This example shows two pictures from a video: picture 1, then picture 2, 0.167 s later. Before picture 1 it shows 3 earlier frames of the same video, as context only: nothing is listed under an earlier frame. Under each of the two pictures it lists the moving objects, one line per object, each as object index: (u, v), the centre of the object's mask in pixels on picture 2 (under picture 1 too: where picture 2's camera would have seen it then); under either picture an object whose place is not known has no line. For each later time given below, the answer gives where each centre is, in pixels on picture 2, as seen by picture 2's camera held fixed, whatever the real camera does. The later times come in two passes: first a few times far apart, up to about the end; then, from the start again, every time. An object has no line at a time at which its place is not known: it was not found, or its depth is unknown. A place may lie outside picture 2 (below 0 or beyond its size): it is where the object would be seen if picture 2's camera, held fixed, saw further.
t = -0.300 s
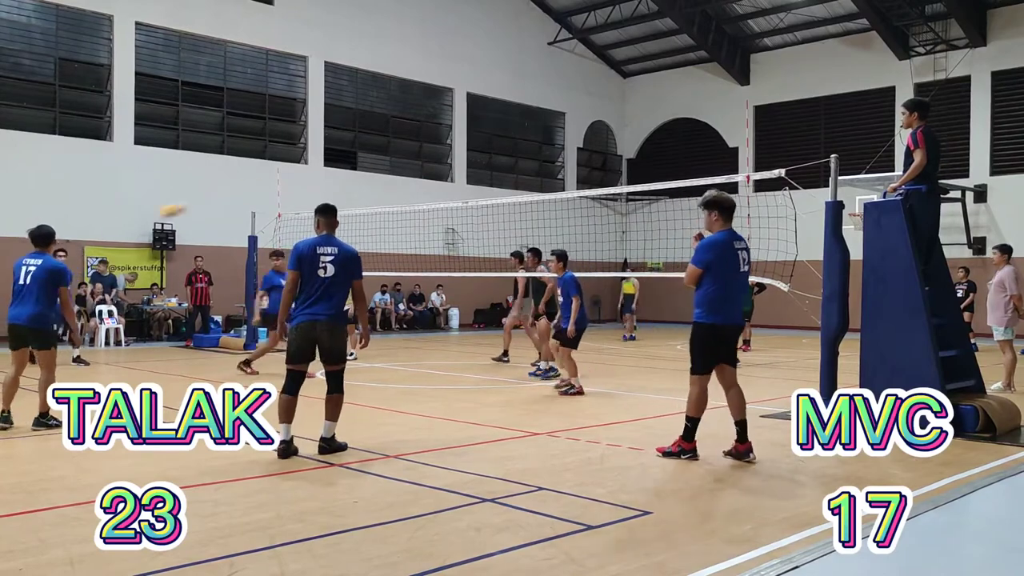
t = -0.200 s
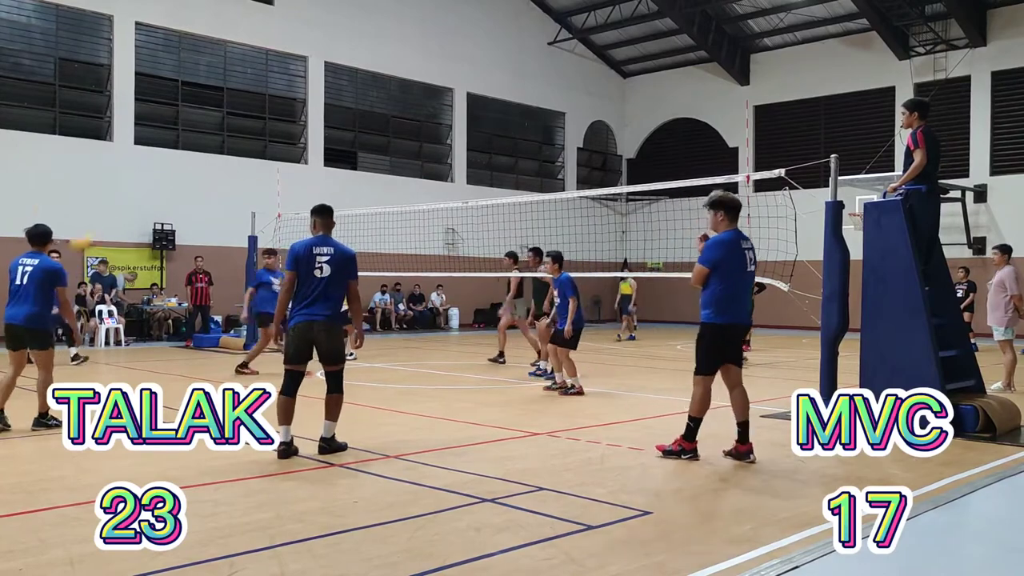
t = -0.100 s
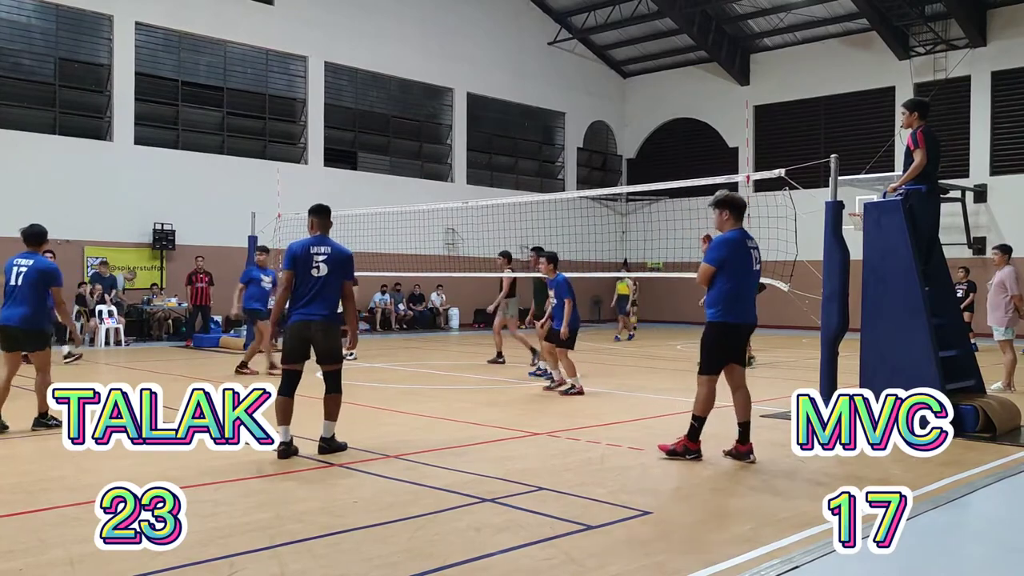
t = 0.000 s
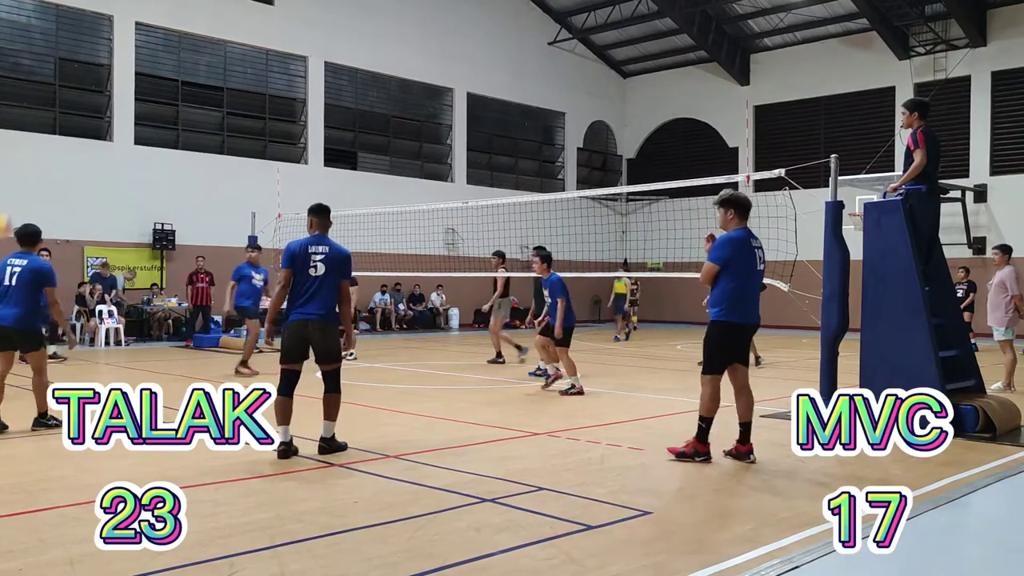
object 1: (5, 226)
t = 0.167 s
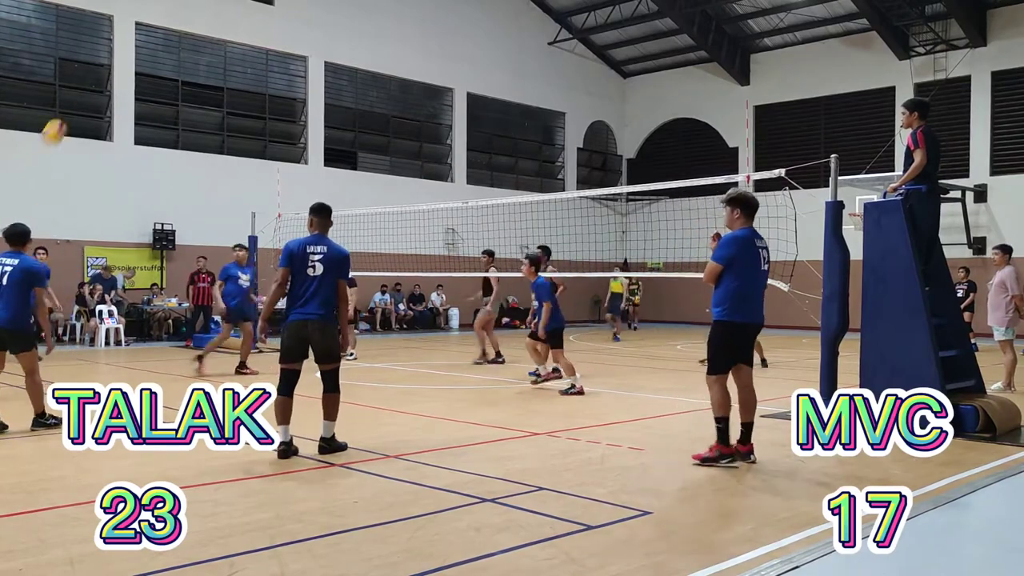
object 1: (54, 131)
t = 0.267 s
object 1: (82, 91)
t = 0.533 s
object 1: (157, 23)
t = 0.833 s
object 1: (236, 23)
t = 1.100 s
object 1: (302, 89)
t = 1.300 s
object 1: (349, 177)
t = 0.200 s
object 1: (63, 119)
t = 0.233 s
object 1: (73, 104)
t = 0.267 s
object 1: (82, 91)
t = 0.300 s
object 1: (91, 78)
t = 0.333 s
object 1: (101, 67)
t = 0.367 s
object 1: (109, 58)
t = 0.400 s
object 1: (119, 49)
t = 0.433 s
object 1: (131, 40)
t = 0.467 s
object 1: (140, 33)
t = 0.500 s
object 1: (148, 28)
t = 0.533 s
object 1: (157, 23)
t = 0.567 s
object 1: (166, 20)
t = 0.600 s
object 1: (175, 16)
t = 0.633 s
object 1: (184, 14)
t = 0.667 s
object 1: (194, 14)
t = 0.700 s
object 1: (201, 13)
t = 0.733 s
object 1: (209, 14)
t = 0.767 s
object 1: (219, 16)
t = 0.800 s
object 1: (227, 19)
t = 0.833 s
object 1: (236, 23)
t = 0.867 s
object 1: (245, 28)
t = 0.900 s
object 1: (252, 33)
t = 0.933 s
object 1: (261, 41)
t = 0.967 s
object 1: (269, 49)
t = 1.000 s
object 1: (278, 57)
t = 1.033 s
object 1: (285, 67)
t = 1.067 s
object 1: (294, 77)
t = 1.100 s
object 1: (302, 89)
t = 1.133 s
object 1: (308, 101)
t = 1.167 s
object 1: (319, 115)
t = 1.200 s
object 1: (328, 130)
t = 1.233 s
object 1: (334, 146)
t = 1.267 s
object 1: (342, 159)
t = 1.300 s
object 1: (349, 177)
